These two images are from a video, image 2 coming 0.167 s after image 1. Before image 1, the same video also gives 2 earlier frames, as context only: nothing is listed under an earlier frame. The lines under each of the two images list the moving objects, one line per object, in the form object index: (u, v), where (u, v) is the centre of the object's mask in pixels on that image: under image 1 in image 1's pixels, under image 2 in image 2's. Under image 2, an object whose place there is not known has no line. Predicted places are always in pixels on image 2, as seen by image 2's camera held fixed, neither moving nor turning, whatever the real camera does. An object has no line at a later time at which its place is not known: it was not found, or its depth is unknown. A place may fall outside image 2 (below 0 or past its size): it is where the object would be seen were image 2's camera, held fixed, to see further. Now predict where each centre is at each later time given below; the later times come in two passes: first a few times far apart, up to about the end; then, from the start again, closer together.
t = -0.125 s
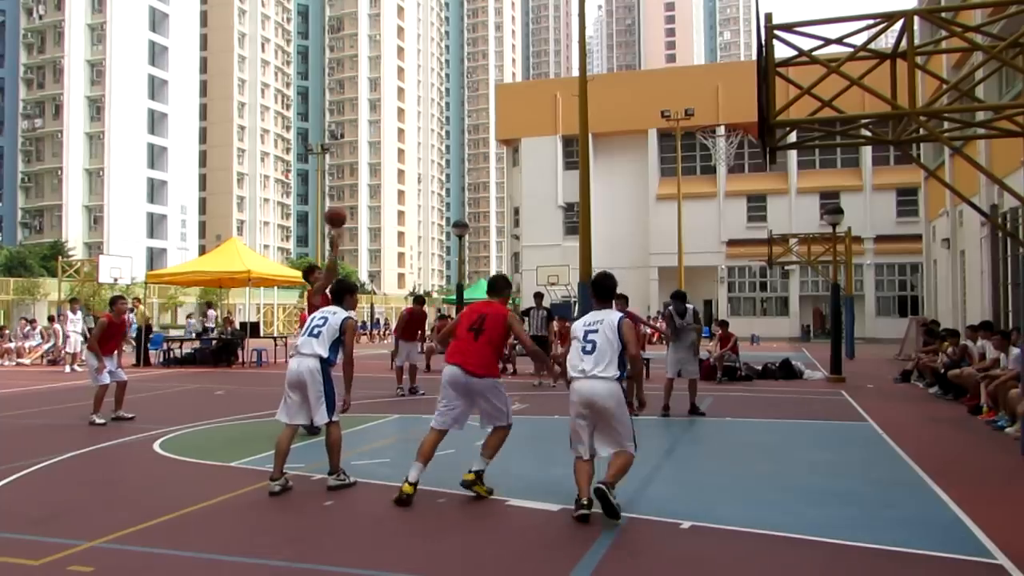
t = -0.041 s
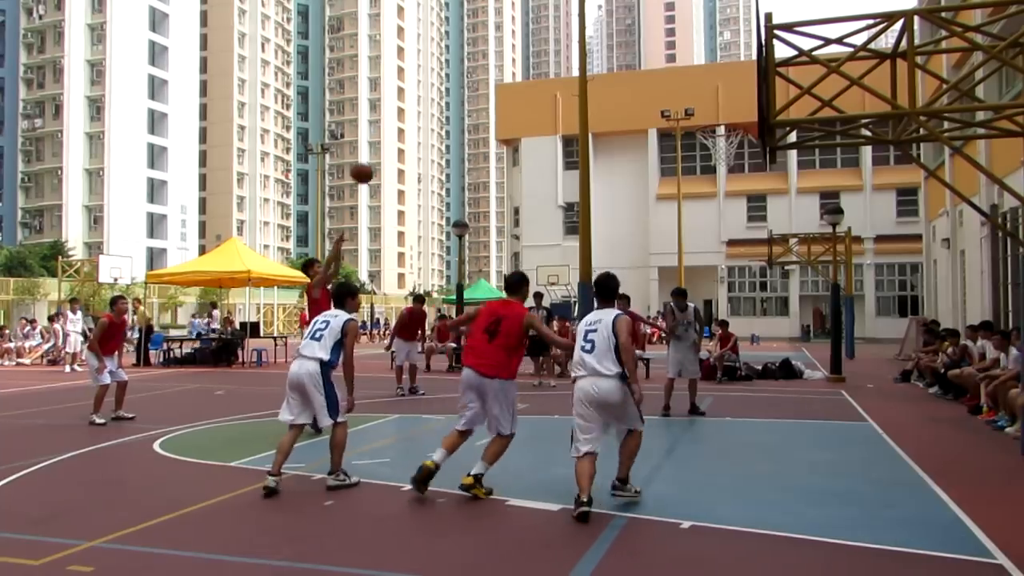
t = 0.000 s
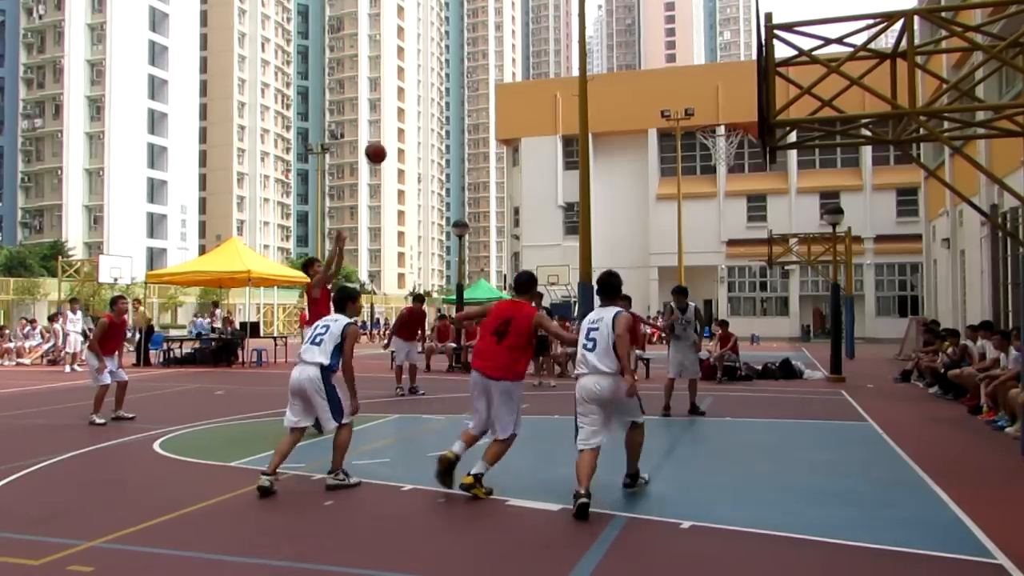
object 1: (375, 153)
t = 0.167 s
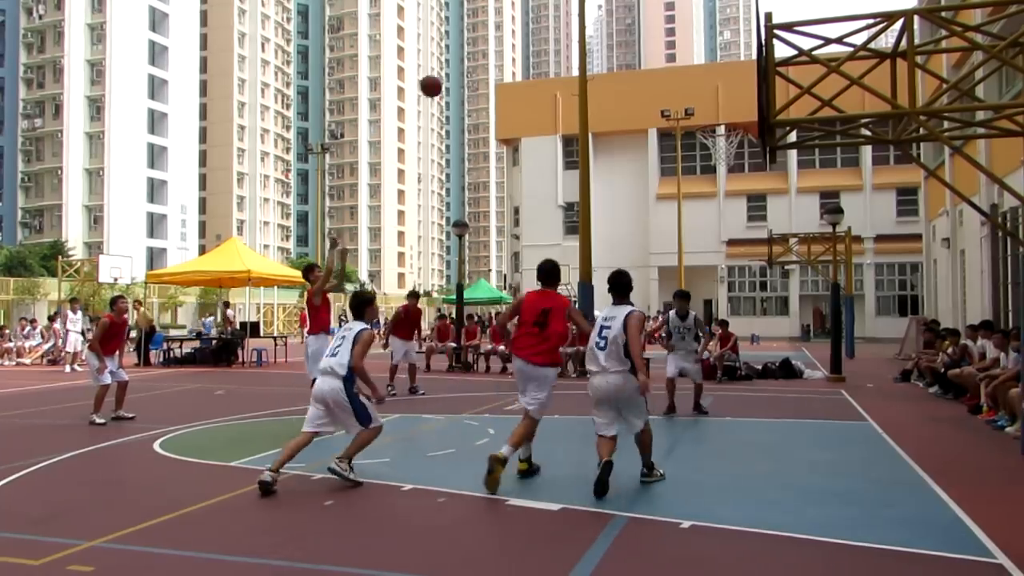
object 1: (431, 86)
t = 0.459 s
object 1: (532, 25)
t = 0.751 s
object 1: (640, 43)
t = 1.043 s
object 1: (710, 112)
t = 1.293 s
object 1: (592, 106)
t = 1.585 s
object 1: (457, 177)
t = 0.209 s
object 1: (445, 73)
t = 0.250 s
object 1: (459, 61)
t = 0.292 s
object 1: (473, 51)
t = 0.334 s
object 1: (488, 42)
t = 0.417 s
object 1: (517, 29)
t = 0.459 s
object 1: (532, 25)
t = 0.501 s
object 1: (546, 23)
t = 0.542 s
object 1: (561, 22)
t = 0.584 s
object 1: (576, 23)
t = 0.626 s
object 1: (593, 26)
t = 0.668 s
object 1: (608, 29)
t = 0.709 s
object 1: (624, 36)
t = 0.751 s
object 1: (640, 43)
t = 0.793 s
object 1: (656, 52)
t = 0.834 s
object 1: (673, 63)
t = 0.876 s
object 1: (689, 76)
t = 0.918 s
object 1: (706, 91)
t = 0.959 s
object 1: (723, 108)
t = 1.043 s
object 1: (710, 112)
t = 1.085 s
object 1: (690, 107)
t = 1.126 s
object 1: (670, 104)
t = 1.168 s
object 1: (651, 101)
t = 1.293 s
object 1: (592, 106)
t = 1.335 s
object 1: (572, 111)
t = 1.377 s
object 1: (553, 117)
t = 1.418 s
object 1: (533, 126)
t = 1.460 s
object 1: (514, 136)
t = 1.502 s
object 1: (496, 148)
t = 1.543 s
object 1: (477, 162)
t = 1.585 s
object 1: (457, 177)
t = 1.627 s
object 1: (439, 193)
